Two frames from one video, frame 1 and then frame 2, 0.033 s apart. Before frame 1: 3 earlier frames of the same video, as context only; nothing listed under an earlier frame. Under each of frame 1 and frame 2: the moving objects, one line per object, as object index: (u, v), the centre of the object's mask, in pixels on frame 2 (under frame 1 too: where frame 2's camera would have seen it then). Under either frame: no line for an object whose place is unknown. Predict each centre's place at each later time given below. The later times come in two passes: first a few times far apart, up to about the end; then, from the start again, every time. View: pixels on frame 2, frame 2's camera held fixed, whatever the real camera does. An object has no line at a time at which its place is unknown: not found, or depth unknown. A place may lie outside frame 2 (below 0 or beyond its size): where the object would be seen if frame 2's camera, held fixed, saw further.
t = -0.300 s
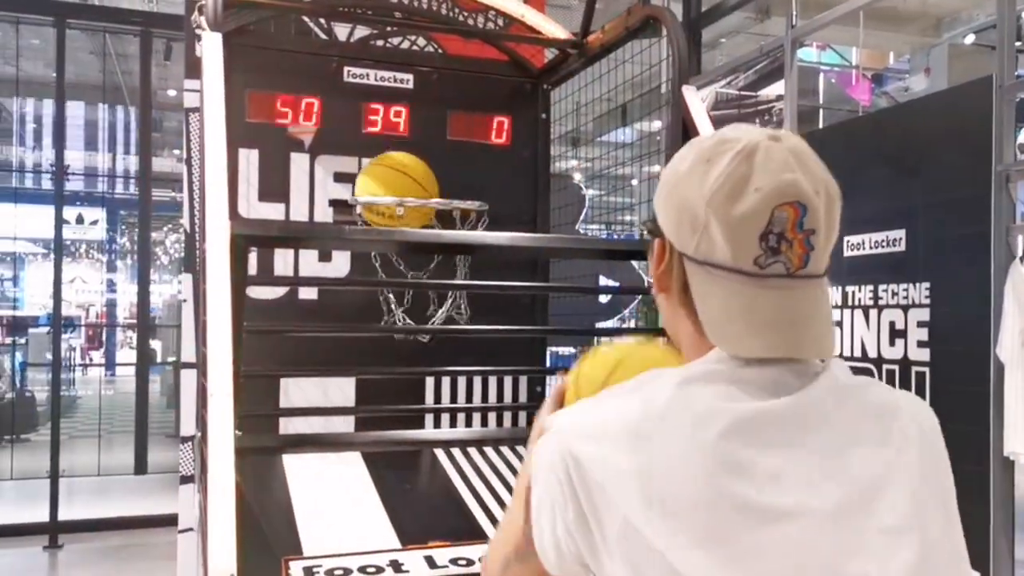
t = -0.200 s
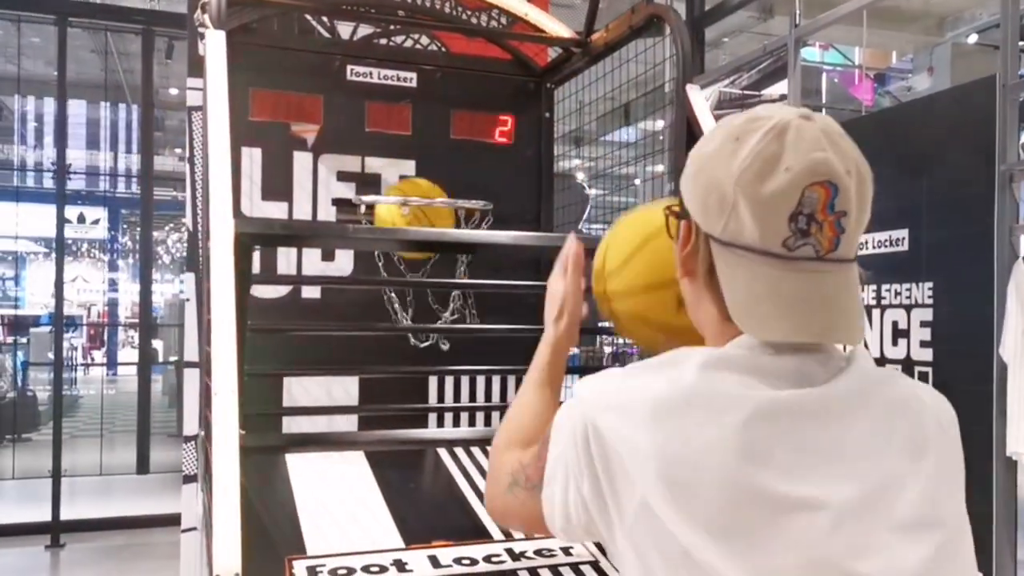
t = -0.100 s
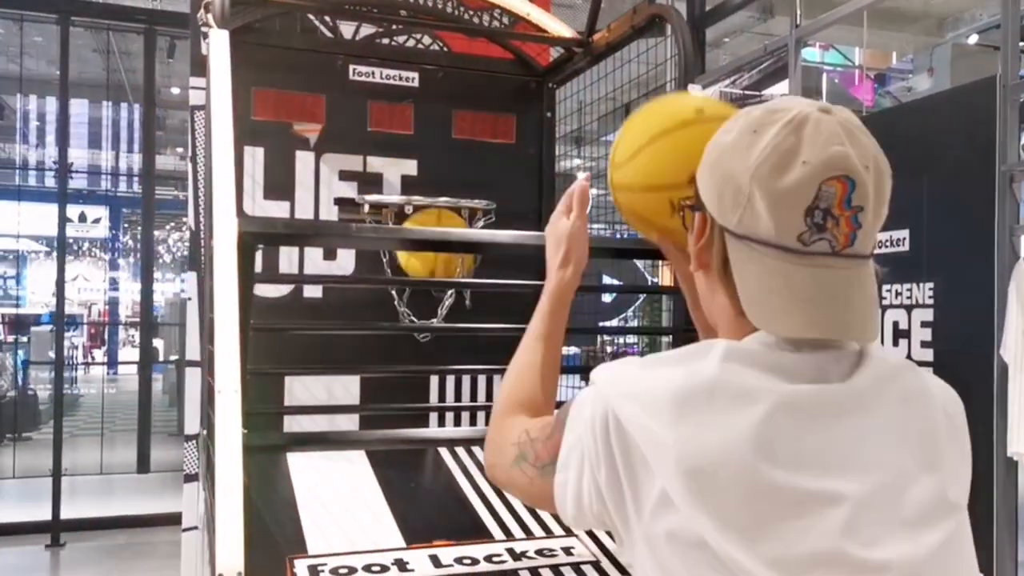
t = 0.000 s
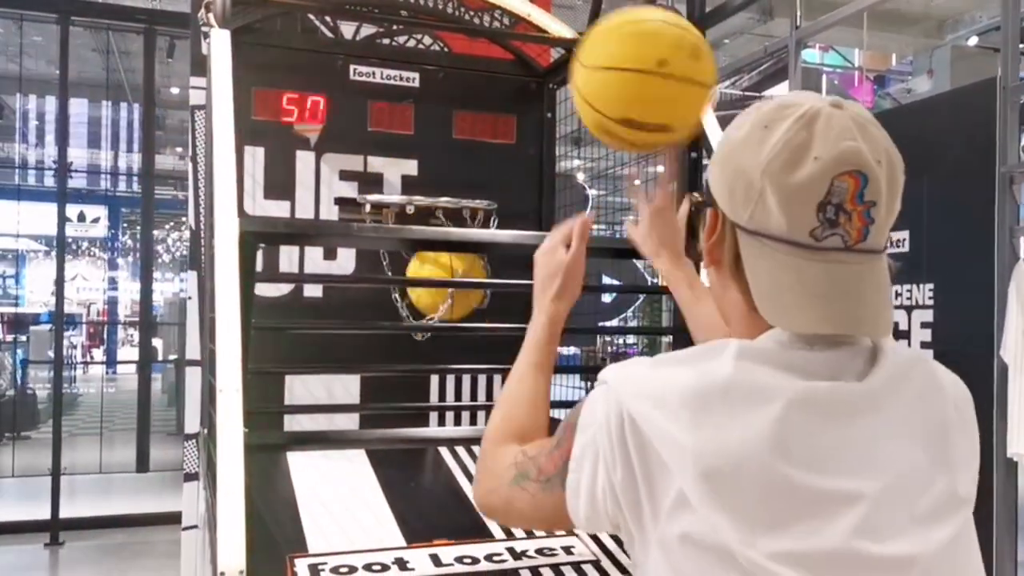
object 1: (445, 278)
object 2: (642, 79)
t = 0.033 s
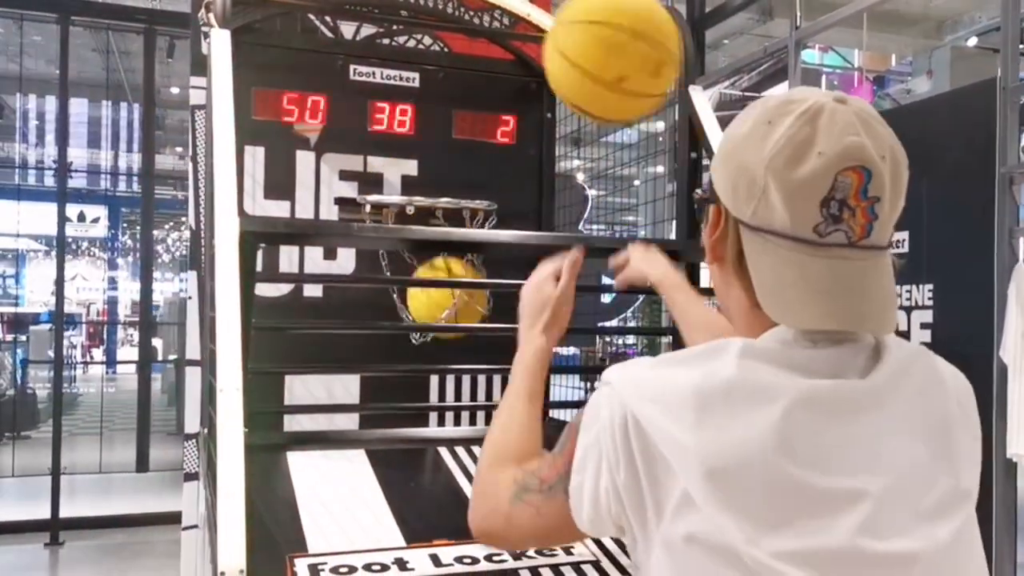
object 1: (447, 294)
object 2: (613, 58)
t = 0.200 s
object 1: (456, 403)
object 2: (497, 42)
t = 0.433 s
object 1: (487, 386)
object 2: (405, 170)
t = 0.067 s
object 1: (449, 317)
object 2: (585, 46)
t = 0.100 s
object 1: (450, 333)
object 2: (560, 40)
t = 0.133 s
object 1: (452, 360)
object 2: (537, 38)
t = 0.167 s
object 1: (454, 381)
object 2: (516, 38)
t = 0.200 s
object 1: (456, 403)
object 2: (497, 42)
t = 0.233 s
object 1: (458, 403)
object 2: (479, 50)
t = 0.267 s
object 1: (463, 401)
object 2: (466, 62)
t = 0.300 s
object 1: (468, 394)
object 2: (452, 81)
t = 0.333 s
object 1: (473, 386)
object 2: (439, 102)
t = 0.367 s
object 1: (477, 383)
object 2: (426, 126)
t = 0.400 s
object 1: (482, 382)
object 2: (414, 151)
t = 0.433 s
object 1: (487, 386)
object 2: (405, 170)
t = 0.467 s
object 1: (492, 392)
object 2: (426, 180)
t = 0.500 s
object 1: (496, 400)
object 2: (445, 186)
